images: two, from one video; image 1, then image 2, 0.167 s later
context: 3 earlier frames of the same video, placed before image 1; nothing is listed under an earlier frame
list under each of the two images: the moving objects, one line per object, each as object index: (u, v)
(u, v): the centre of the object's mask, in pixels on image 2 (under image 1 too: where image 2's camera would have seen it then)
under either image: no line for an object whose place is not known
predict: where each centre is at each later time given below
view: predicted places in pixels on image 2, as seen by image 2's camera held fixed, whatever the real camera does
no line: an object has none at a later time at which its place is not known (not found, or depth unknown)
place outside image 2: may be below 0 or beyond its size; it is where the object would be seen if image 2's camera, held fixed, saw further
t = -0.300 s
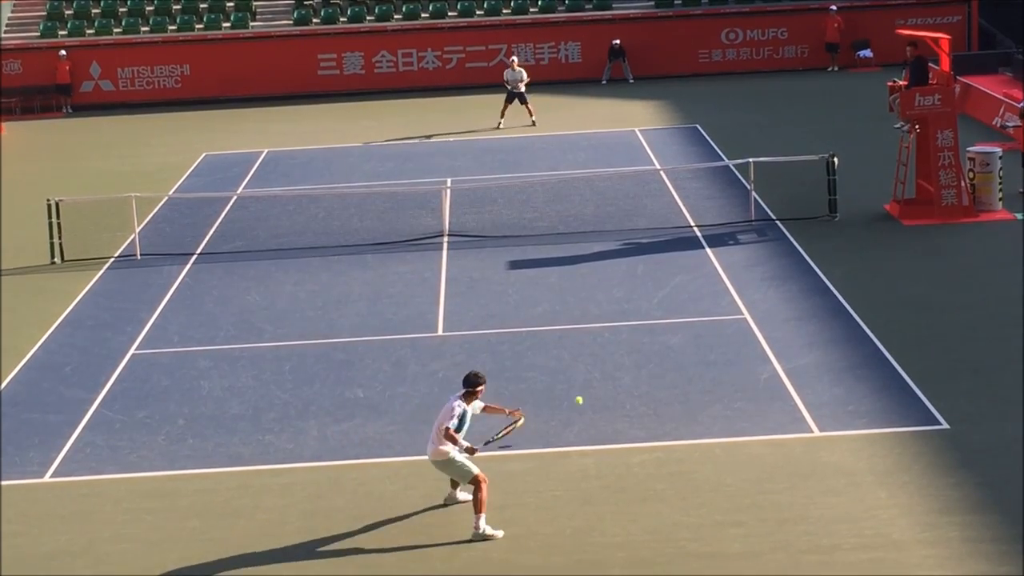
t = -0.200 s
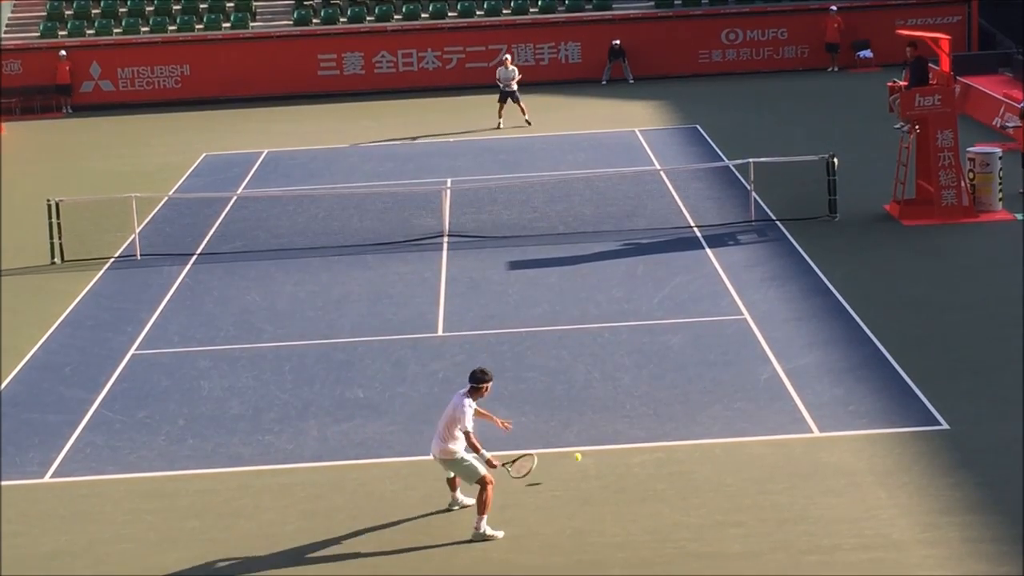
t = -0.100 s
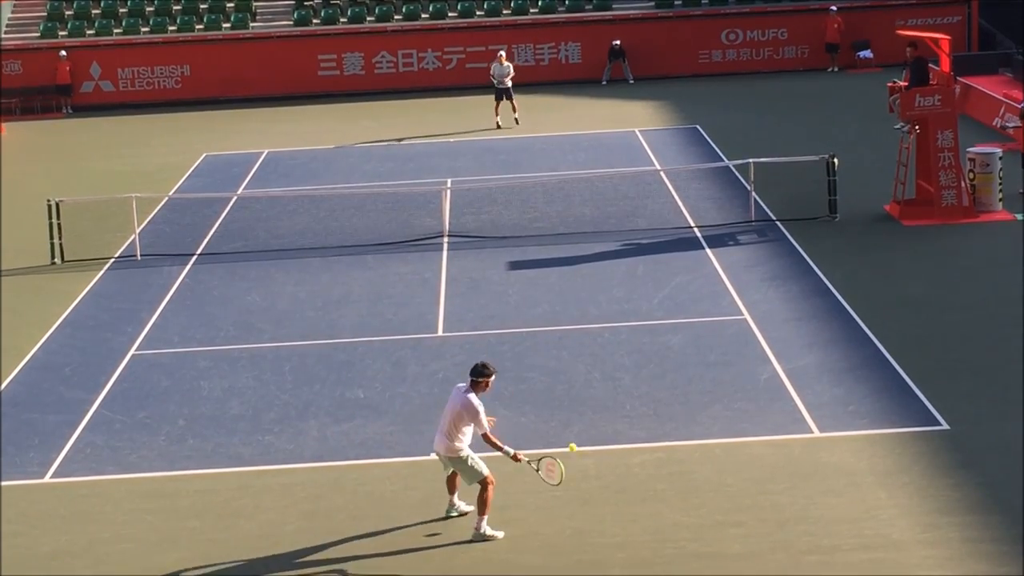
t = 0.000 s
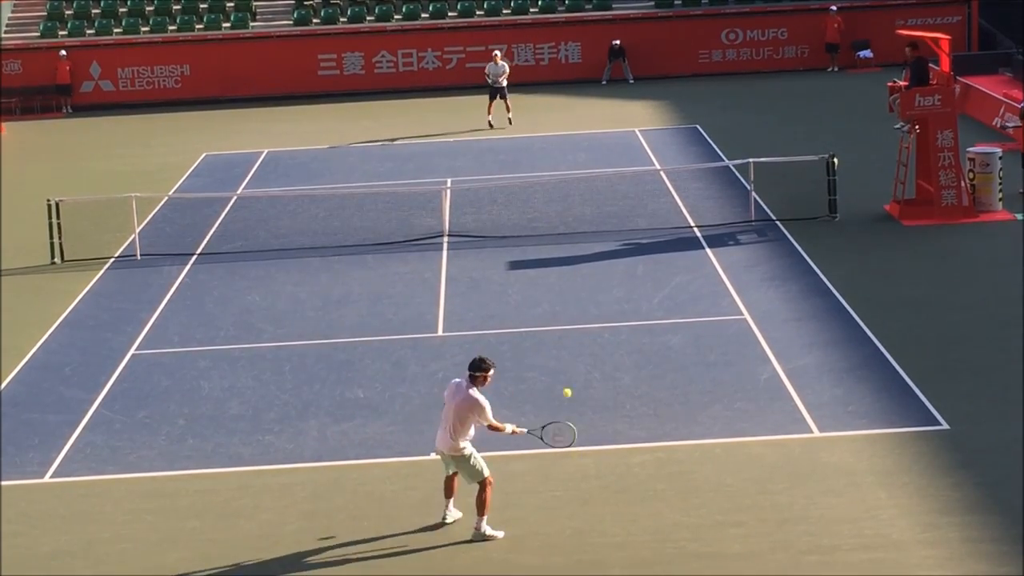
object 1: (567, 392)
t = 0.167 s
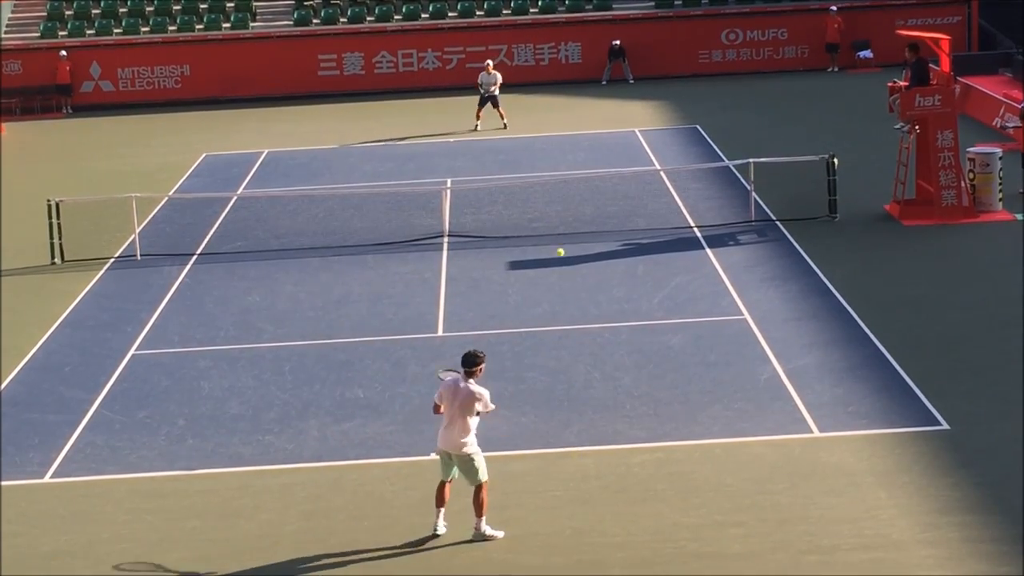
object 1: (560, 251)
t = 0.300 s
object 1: (557, 180)
